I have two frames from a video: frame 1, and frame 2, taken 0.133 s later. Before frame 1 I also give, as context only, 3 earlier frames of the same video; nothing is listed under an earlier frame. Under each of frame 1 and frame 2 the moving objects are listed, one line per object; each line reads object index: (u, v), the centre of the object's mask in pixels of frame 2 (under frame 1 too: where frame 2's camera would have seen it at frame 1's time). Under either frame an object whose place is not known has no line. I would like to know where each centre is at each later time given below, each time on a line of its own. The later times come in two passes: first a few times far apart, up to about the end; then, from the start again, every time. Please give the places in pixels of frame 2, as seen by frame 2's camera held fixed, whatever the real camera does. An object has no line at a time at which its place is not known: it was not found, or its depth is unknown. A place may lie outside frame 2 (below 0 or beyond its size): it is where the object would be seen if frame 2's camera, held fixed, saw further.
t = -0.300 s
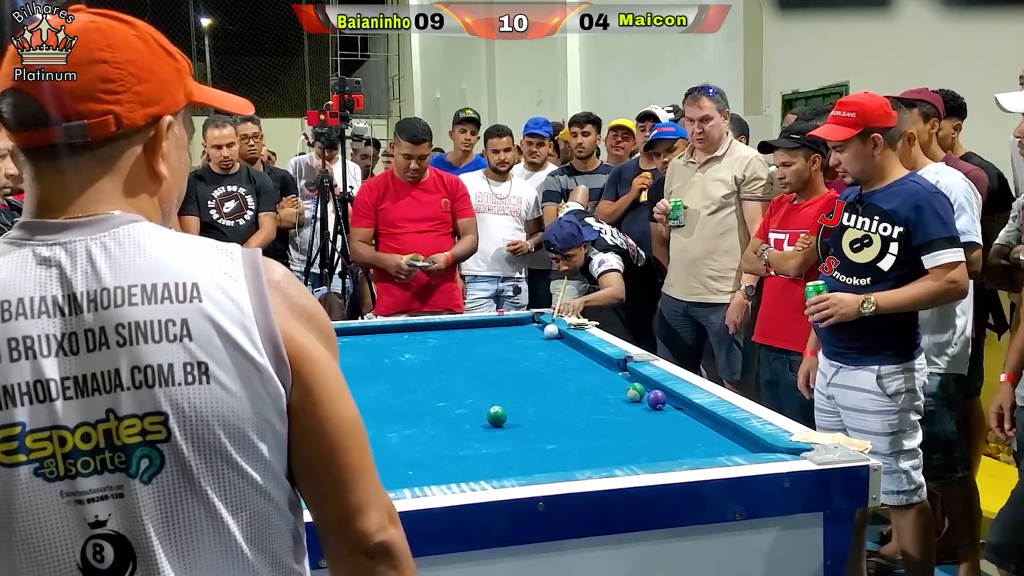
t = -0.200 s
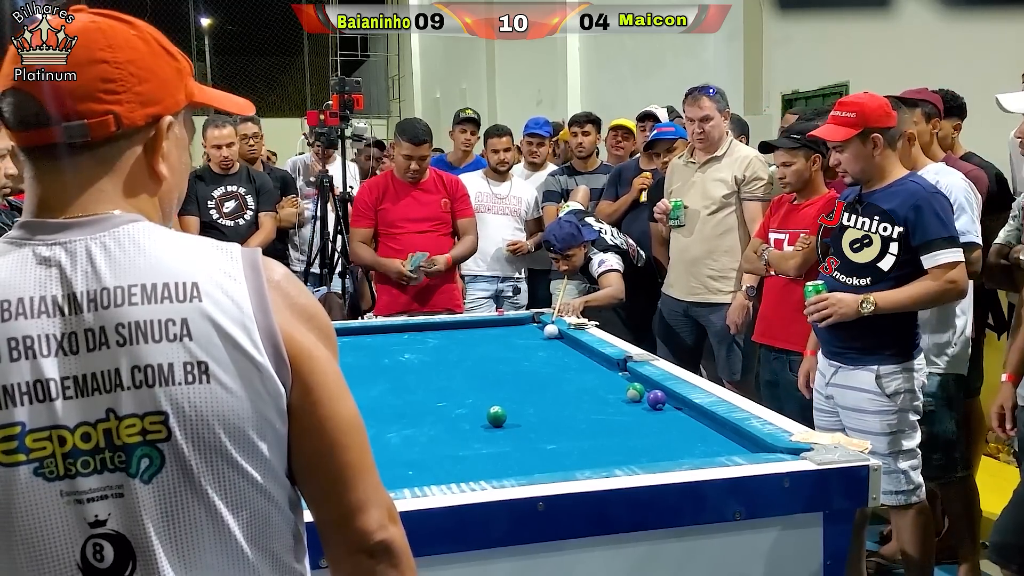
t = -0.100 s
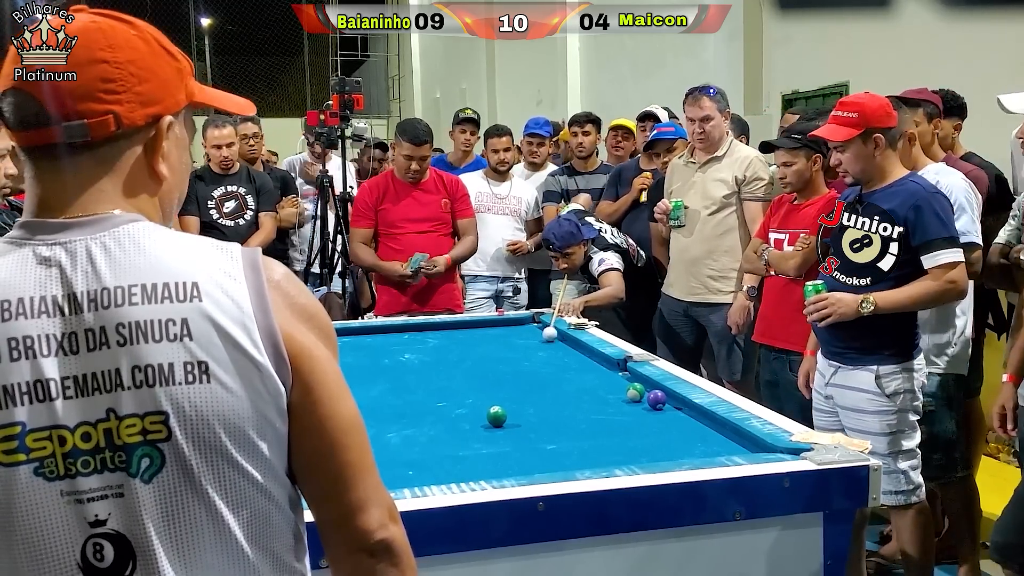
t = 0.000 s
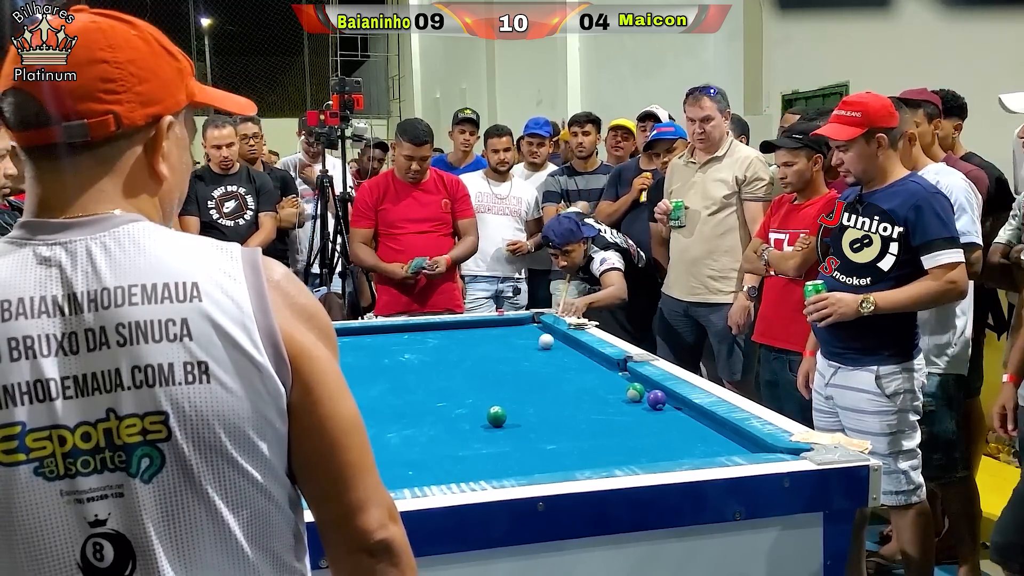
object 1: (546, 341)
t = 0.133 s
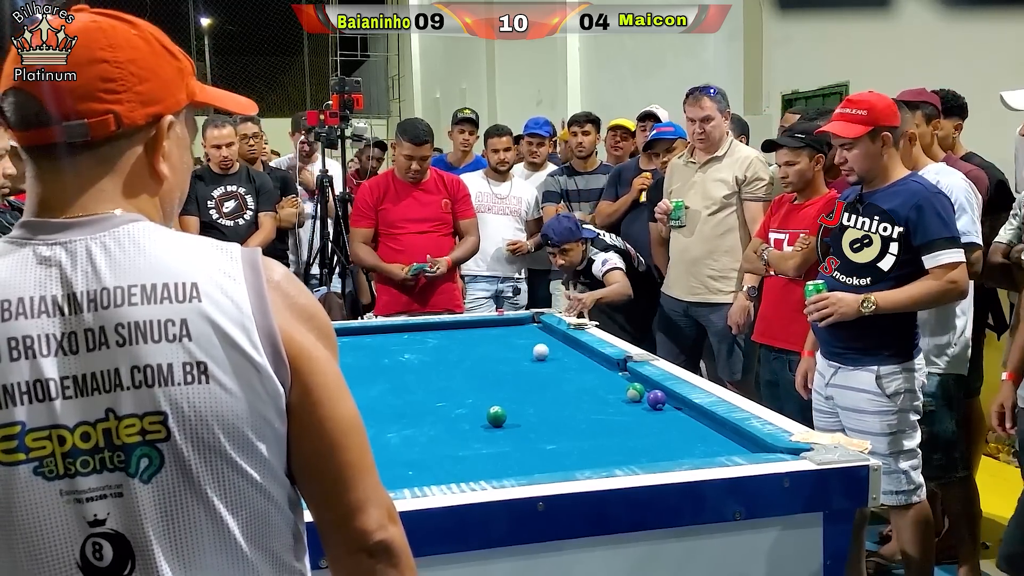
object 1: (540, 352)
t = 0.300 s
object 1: (533, 367)
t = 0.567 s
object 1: (519, 397)
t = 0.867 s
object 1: (543, 426)
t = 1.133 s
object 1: (589, 453)
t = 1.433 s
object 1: (608, 453)
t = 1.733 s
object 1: (594, 430)
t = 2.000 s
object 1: (585, 414)
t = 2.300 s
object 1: (576, 399)
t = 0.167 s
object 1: (539, 355)
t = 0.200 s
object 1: (538, 358)
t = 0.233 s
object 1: (536, 361)
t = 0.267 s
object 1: (535, 364)
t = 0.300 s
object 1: (533, 367)
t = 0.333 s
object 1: (532, 370)
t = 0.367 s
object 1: (530, 373)
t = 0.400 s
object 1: (528, 377)
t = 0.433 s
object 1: (526, 381)
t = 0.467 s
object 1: (525, 384)
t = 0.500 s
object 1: (523, 388)
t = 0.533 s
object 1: (521, 392)
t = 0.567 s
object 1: (519, 397)
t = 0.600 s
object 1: (517, 401)
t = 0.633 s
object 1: (515, 405)
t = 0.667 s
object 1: (513, 409)
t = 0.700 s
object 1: (517, 412)
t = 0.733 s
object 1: (523, 415)
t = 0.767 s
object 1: (528, 417)
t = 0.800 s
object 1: (533, 420)
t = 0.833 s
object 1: (538, 423)
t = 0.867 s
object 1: (543, 426)
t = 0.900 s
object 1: (549, 429)
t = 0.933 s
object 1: (554, 432)
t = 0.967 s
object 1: (560, 436)
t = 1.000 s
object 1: (566, 439)
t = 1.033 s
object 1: (571, 442)
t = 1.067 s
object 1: (577, 446)
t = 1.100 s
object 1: (583, 449)
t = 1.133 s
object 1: (589, 453)
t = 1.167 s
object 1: (596, 455)
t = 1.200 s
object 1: (602, 457)
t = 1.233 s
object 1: (609, 459)
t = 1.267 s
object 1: (615, 461)
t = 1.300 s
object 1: (614, 459)
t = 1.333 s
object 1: (612, 458)
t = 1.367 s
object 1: (611, 456)
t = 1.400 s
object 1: (609, 454)
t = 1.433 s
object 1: (608, 453)
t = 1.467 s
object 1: (606, 450)
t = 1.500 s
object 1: (604, 448)
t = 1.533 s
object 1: (603, 445)
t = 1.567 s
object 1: (601, 442)
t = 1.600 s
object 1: (600, 440)
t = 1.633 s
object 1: (598, 437)
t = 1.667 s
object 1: (597, 435)
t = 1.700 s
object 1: (596, 433)
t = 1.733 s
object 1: (594, 430)
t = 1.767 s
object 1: (593, 428)
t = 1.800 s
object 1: (592, 426)
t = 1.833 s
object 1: (591, 424)
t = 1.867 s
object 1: (589, 422)
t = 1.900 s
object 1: (588, 420)
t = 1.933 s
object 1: (587, 418)
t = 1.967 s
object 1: (586, 416)
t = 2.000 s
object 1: (585, 414)
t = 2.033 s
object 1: (584, 412)
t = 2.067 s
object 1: (583, 410)
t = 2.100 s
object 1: (582, 409)
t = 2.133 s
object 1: (581, 407)
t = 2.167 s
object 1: (580, 405)
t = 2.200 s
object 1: (579, 403)
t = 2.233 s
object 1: (578, 402)
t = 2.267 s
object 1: (577, 400)
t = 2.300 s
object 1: (576, 399)
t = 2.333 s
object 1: (575, 398)
